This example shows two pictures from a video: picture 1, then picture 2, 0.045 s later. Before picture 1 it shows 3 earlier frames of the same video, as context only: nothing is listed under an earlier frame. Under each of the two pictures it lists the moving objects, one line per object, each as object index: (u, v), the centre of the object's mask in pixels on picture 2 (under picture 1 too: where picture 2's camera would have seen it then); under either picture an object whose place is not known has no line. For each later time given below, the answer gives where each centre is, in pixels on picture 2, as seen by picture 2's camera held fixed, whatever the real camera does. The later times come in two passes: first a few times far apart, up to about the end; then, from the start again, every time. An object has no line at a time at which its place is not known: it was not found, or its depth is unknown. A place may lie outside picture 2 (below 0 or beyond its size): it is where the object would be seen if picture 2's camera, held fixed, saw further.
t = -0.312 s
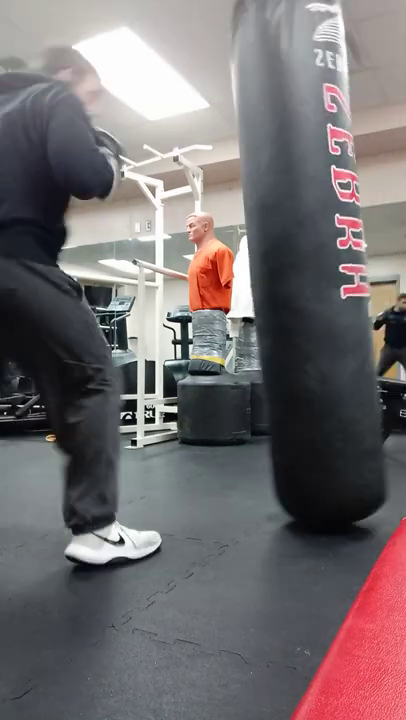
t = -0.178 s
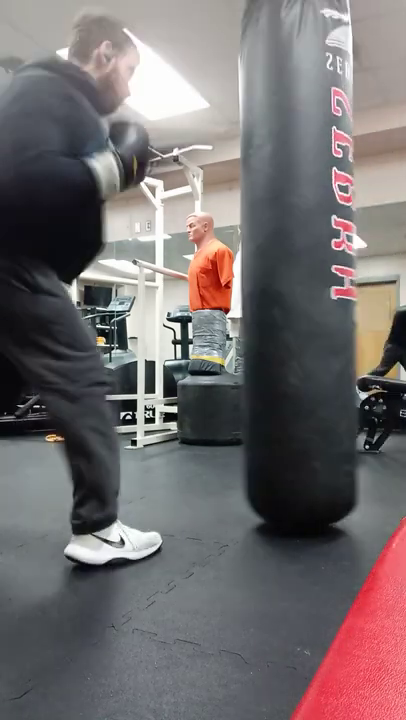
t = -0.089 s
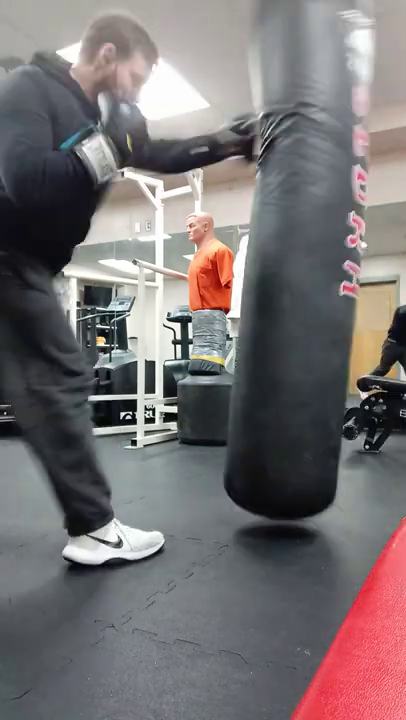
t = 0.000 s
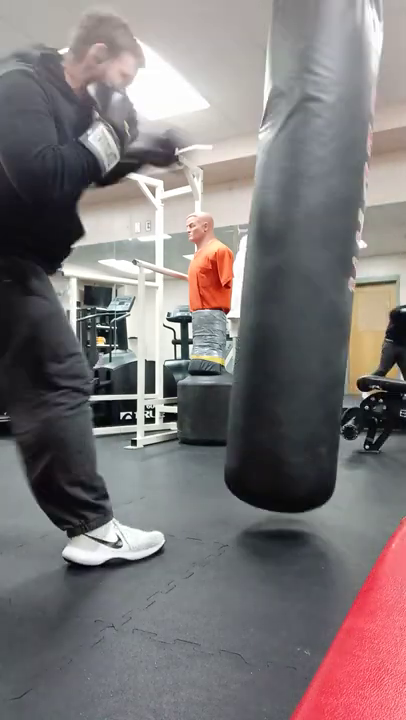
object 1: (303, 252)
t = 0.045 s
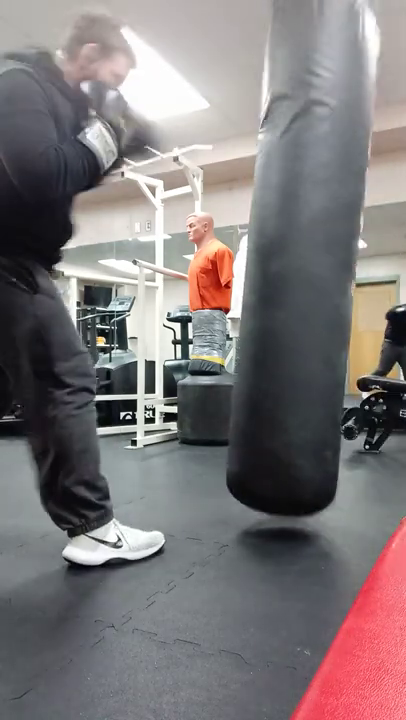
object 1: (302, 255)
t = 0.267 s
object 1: (291, 260)
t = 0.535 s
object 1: (296, 258)
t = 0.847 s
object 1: (285, 261)
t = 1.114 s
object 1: (286, 259)
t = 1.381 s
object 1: (281, 255)
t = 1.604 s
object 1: (283, 249)
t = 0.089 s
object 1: (301, 259)
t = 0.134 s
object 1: (299, 265)
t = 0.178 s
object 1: (297, 269)
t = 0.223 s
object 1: (294, 265)
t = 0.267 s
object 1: (291, 260)
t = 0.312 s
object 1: (290, 257)
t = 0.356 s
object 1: (290, 256)
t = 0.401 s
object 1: (290, 255)
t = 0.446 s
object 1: (291, 255)
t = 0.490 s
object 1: (293, 257)
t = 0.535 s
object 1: (296, 258)
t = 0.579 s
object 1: (296, 260)
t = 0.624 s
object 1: (296, 260)
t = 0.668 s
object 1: (293, 262)
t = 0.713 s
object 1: (292, 262)
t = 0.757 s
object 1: (290, 263)
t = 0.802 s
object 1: (288, 264)
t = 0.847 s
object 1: (285, 261)
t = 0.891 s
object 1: (284, 258)
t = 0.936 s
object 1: (284, 257)
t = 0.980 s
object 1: (285, 255)
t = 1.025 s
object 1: (286, 255)
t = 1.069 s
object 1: (286, 256)
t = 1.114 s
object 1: (286, 259)
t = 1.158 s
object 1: (285, 261)
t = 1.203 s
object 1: (284, 261)
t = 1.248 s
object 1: (283, 261)
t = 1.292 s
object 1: (282, 260)
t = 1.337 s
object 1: (281, 259)
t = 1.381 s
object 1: (281, 255)
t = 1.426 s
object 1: (281, 253)
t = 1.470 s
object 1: (282, 251)
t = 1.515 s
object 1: (282, 248)
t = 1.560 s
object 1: (283, 248)
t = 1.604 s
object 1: (283, 249)
